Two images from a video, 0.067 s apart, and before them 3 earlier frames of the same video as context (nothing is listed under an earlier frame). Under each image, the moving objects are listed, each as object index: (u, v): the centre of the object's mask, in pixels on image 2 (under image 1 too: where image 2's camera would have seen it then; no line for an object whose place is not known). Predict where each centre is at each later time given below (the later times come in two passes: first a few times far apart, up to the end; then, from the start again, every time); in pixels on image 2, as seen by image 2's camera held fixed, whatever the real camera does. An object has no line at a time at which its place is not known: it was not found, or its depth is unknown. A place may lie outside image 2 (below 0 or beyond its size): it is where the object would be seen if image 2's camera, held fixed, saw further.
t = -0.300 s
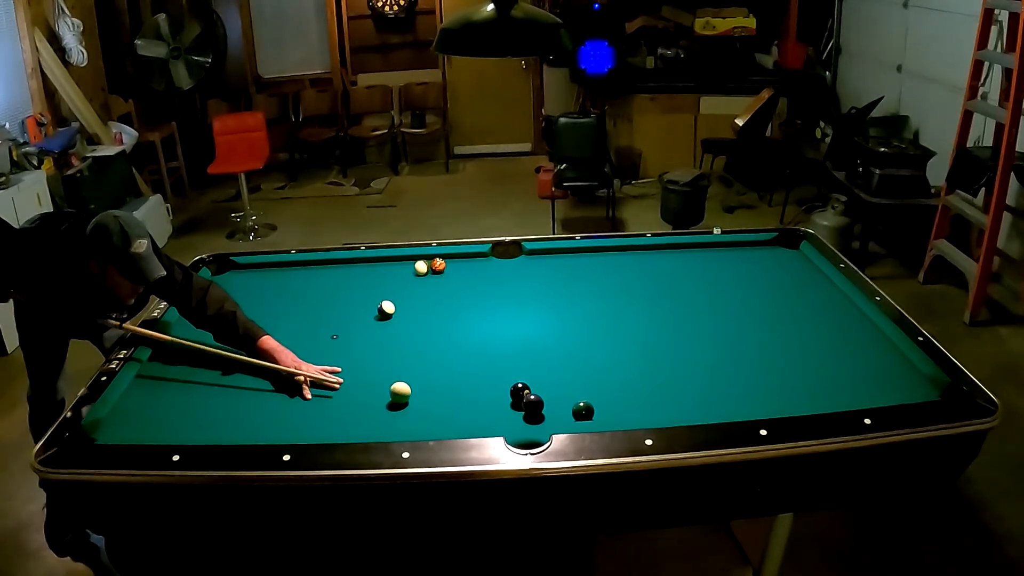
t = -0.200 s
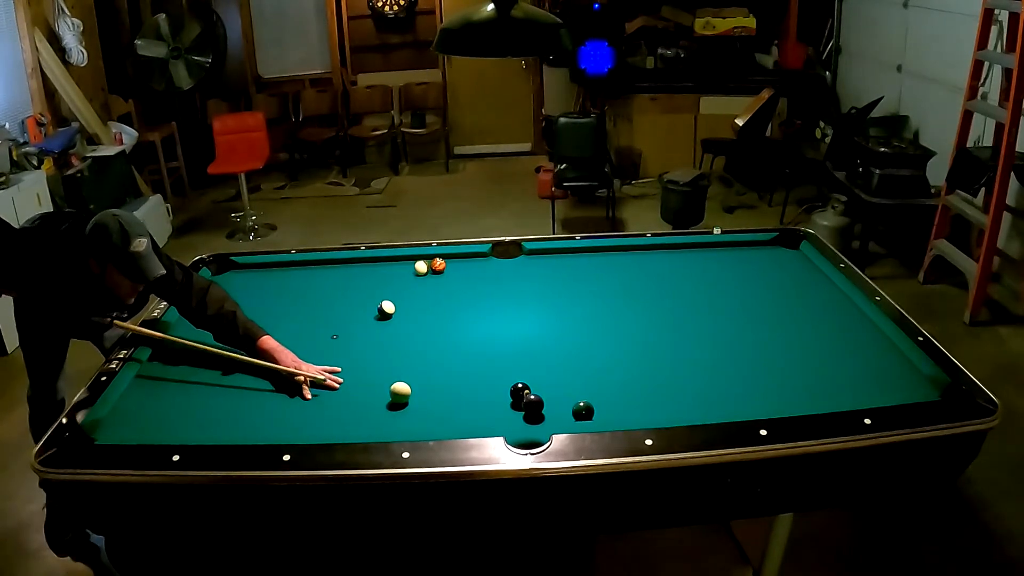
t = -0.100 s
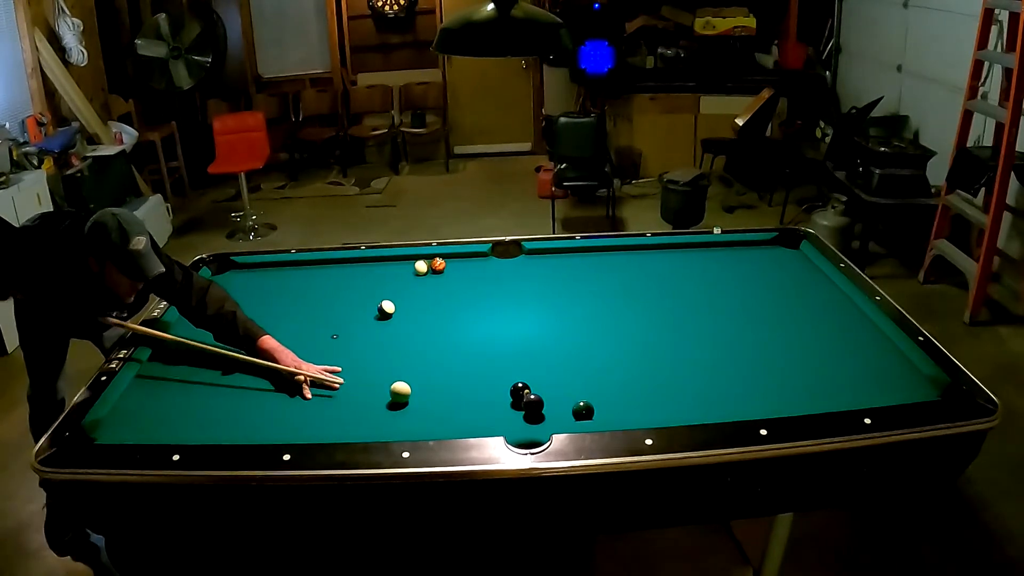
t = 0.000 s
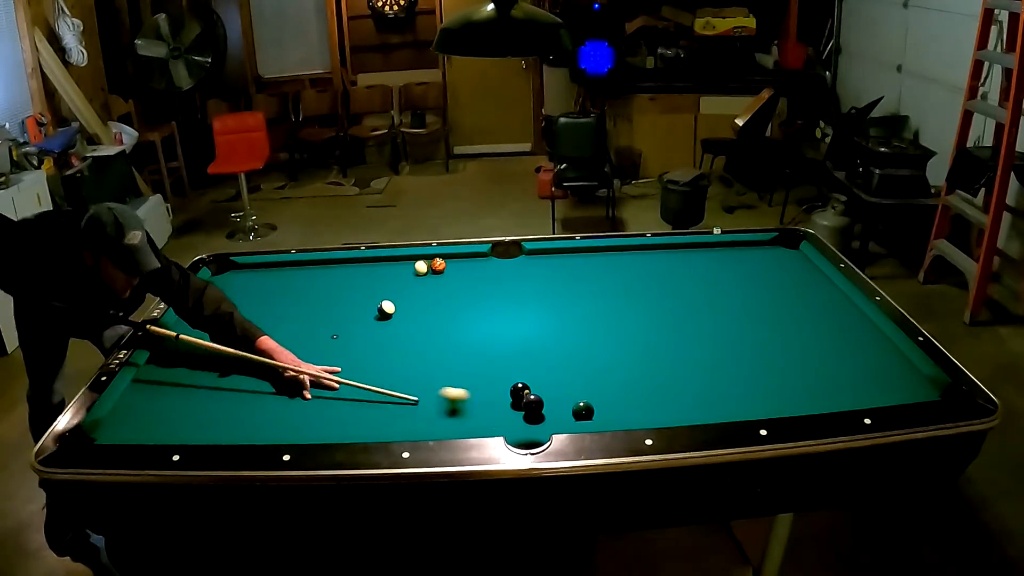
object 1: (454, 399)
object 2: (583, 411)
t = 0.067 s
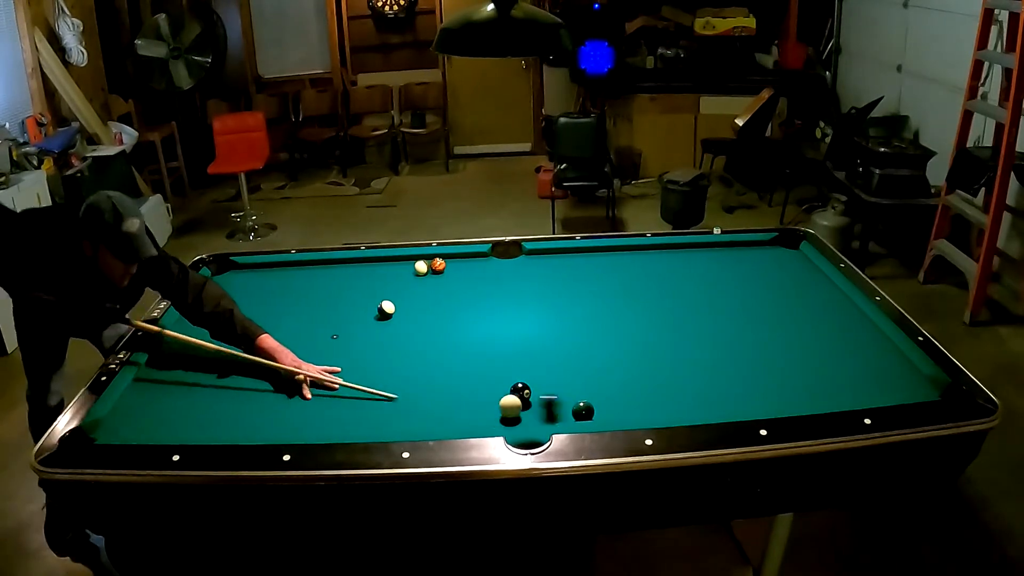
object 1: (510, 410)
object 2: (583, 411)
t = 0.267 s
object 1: (489, 419)
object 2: (657, 394)
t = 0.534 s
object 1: (436, 419)
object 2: (718, 358)
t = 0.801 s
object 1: (387, 418)
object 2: (766, 327)
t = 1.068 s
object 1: (345, 415)
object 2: (807, 303)
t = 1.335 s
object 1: (306, 413)
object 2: (819, 284)
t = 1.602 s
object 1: (272, 411)
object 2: (776, 268)
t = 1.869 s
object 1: (242, 408)
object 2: (739, 255)
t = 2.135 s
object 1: (216, 407)
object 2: (709, 248)
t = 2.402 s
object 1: (193, 407)
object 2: (694, 257)
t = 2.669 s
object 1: (174, 406)
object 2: (679, 265)
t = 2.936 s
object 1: (158, 406)
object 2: (664, 273)
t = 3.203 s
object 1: (145, 406)
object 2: (650, 281)
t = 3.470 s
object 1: (135, 407)
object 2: (636, 289)
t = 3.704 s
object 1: (128, 408)
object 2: (625, 294)
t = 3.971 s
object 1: (122, 409)
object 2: (613, 301)
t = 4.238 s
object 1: (119, 411)
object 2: (604, 307)
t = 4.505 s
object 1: (118, 411)
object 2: (595, 313)
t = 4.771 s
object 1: (119, 411)
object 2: (588, 318)
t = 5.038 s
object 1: (119, 411)
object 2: (582, 321)
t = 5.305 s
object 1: (118, 411)
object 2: (578, 325)
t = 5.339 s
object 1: (119, 411)
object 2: (577, 325)
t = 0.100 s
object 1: (509, 414)
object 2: (597, 413)
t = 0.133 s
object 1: (507, 417)
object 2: (614, 411)
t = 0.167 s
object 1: (505, 419)
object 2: (626, 407)
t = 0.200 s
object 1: (501, 419)
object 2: (637, 404)
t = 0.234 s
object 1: (496, 420)
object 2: (648, 399)
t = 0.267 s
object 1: (489, 419)
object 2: (657, 394)
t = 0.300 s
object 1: (482, 419)
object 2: (665, 389)
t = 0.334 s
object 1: (475, 419)
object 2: (673, 384)
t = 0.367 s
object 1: (468, 419)
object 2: (681, 380)
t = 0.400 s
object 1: (462, 419)
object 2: (689, 375)
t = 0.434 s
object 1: (455, 419)
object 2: (696, 370)
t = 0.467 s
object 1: (449, 419)
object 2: (704, 366)
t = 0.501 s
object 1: (442, 419)
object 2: (711, 362)
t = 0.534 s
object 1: (436, 419)
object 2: (718, 358)
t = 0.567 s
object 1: (430, 418)
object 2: (725, 354)
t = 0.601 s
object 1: (423, 419)
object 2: (732, 350)
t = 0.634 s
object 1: (417, 418)
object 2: (736, 345)
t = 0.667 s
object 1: (411, 418)
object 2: (742, 340)
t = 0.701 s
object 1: (405, 418)
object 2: (748, 337)
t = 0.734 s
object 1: (399, 418)
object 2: (754, 334)
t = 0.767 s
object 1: (393, 418)
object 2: (760, 331)
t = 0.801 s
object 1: (387, 418)
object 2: (766, 327)
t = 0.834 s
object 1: (382, 418)
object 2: (772, 324)
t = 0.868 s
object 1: (376, 418)
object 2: (777, 321)
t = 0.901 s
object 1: (371, 417)
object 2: (782, 317)
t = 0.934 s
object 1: (366, 416)
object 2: (788, 315)
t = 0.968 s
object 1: (360, 416)
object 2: (793, 312)
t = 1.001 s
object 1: (355, 416)
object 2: (797, 309)
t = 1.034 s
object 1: (350, 415)
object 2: (802, 306)
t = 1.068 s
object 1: (345, 415)
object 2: (807, 303)
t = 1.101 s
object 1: (339, 415)
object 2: (811, 300)
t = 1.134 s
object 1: (335, 415)
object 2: (816, 298)
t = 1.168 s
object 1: (330, 414)
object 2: (820, 295)
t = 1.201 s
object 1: (325, 414)
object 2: (825, 292)
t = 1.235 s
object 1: (320, 414)
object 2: (829, 290)
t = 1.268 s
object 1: (315, 414)
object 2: (832, 288)
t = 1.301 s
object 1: (310, 413)
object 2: (826, 286)
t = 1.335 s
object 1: (306, 413)
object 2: (819, 284)
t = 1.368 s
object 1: (302, 413)
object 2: (814, 282)
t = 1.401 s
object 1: (297, 412)
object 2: (808, 280)
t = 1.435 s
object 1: (293, 412)
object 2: (803, 278)
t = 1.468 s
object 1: (289, 412)
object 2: (798, 276)
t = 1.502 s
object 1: (284, 411)
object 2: (793, 274)
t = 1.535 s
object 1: (280, 411)
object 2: (787, 272)
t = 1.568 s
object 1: (276, 411)
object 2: (782, 270)
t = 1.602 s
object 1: (272, 411)
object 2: (776, 268)
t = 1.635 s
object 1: (268, 410)
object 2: (772, 267)
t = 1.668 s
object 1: (264, 410)
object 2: (767, 265)
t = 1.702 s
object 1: (260, 409)
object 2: (762, 263)
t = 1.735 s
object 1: (257, 410)
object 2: (758, 262)
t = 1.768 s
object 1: (253, 409)
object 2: (753, 260)
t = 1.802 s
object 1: (249, 409)
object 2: (748, 259)
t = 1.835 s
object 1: (246, 409)
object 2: (743, 257)
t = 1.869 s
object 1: (242, 408)
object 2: (739, 255)
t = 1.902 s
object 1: (239, 408)
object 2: (735, 254)
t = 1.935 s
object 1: (235, 408)
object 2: (730, 252)
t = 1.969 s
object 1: (232, 408)
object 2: (726, 250)
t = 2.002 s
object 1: (228, 408)
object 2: (721, 249)
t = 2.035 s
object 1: (225, 408)
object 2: (718, 247)
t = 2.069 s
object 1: (222, 408)
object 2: (715, 246)
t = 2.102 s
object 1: (219, 408)
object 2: (711, 247)
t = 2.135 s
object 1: (216, 407)
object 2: (709, 248)
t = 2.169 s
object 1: (213, 407)
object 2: (708, 249)
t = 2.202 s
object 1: (210, 407)
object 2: (705, 250)
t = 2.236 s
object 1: (207, 407)
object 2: (704, 251)
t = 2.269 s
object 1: (204, 407)
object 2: (702, 252)
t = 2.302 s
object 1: (201, 407)
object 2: (700, 253)
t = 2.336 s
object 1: (199, 407)
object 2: (698, 255)
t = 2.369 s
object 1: (196, 407)
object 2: (696, 256)
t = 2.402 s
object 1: (193, 407)
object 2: (694, 257)
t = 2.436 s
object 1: (191, 407)
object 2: (692, 259)
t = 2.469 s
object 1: (188, 407)
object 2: (690, 259)
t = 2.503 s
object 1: (186, 407)
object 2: (688, 260)
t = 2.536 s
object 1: (183, 407)
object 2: (686, 261)
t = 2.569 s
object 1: (181, 406)
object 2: (684, 262)
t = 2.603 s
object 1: (179, 406)
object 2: (683, 263)
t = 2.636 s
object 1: (176, 406)
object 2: (680, 264)
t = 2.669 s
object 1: (174, 406)
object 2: (679, 265)
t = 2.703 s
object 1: (172, 406)
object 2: (676, 266)
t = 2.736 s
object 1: (170, 406)
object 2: (674, 267)
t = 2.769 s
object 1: (168, 406)
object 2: (673, 268)
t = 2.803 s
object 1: (166, 406)
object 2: (671, 269)
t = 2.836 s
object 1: (164, 406)
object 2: (670, 270)
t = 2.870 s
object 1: (162, 406)
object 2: (667, 272)
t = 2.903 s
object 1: (160, 406)
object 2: (666, 272)
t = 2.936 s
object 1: (158, 406)
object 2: (664, 273)
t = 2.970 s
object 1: (156, 406)
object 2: (662, 275)
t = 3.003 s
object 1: (155, 406)
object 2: (661, 275)
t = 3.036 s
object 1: (153, 406)
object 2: (659, 276)
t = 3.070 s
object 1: (151, 406)
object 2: (657, 277)
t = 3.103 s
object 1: (150, 406)
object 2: (655, 278)
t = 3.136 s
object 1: (148, 406)
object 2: (653, 279)
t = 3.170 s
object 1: (147, 406)
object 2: (651, 280)
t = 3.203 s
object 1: (145, 406)
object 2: (650, 281)
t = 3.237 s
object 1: (144, 406)
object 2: (648, 282)
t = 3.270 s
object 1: (142, 406)
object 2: (646, 283)
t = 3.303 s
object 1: (141, 406)
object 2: (645, 284)
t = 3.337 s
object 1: (140, 407)
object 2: (643, 285)
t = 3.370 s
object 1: (138, 407)
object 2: (641, 286)
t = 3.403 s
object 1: (137, 407)
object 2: (640, 287)
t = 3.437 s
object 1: (136, 407)
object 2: (638, 288)
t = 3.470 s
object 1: (135, 407)
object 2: (636, 289)
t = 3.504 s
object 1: (134, 407)
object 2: (635, 289)
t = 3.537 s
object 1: (133, 407)
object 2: (633, 290)
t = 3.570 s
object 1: (131, 407)
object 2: (631, 291)
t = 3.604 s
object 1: (131, 407)
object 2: (630, 292)
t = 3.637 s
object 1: (130, 407)
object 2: (628, 293)
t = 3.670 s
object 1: (129, 407)
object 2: (627, 294)
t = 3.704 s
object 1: (128, 408)
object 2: (625, 294)
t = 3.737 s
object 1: (127, 408)
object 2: (624, 295)
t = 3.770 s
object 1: (127, 408)
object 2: (622, 296)
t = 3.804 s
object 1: (126, 408)
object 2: (621, 297)
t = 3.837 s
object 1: (125, 408)
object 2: (619, 298)
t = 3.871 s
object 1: (124, 408)
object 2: (618, 299)
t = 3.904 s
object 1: (123, 409)
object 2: (616, 300)
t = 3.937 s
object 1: (123, 409)
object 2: (615, 300)
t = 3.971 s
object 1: (122, 409)
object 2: (613, 301)
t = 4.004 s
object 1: (121, 410)
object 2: (612, 302)
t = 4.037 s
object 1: (121, 410)
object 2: (611, 303)
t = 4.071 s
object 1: (120, 410)
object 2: (610, 303)
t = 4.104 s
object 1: (120, 410)
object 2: (608, 304)
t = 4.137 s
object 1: (119, 410)
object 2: (607, 305)
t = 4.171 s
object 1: (119, 410)
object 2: (606, 306)
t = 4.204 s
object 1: (119, 411)
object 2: (605, 306)
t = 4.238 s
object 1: (119, 411)
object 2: (604, 307)
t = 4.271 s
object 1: (118, 411)
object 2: (602, 308)
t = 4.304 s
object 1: (118, 411)
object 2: (601, 309)
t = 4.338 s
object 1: (118, 411)
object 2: (600, 309)
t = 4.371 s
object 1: (118, 411)
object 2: (599, 310)
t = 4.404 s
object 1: (118, 411)
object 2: (598, 311)
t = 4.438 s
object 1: (119, 411)
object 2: (597, 311)
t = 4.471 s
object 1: (119, 411)
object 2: (596, 312)
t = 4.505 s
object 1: (118, 411)
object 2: (595, 313)
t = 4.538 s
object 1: (119, 411)
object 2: (594, 313)
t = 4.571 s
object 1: (118, 411)
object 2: (593, 314)
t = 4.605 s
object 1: (119, 411)
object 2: (592, 314)
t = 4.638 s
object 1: (119, 411)
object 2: (591, 315)
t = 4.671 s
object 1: (119, 411)
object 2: (590, 316)
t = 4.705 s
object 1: (118, 411)
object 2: (590, 317)
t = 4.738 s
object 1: (119, 411)
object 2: (589, 317)
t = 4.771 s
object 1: (119, 411)
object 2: (588, 318)
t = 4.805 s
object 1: (119, 411)
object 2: (587, 318)
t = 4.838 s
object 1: (119, 411)
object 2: (586, 319)
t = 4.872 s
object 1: (119, 411)
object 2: (585, 319)
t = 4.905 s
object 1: (118, 411)
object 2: (585, 320)
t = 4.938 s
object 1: (119, 411)
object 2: (584, 320)
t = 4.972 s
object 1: (118, 411)
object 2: (583, 321)
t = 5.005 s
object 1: (119, 411)
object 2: (583, 321)
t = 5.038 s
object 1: (119, 411)
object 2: (582, 321)
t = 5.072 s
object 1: (119, 411)
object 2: (581, 322)
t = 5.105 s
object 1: (119, 411)
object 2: (581, 322)
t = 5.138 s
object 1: (119, 411)
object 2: (580, 323)
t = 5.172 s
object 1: (119, 411)
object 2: (580, 323)
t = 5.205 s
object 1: (119, 411)
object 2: (579, 324)
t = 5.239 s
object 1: (119, 411)
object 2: (579, 324)
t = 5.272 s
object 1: (119, 411)
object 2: (578, 324)
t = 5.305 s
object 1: (118, 411)
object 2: (578, 325)
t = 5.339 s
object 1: (119, 411)
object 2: (577, 325)
